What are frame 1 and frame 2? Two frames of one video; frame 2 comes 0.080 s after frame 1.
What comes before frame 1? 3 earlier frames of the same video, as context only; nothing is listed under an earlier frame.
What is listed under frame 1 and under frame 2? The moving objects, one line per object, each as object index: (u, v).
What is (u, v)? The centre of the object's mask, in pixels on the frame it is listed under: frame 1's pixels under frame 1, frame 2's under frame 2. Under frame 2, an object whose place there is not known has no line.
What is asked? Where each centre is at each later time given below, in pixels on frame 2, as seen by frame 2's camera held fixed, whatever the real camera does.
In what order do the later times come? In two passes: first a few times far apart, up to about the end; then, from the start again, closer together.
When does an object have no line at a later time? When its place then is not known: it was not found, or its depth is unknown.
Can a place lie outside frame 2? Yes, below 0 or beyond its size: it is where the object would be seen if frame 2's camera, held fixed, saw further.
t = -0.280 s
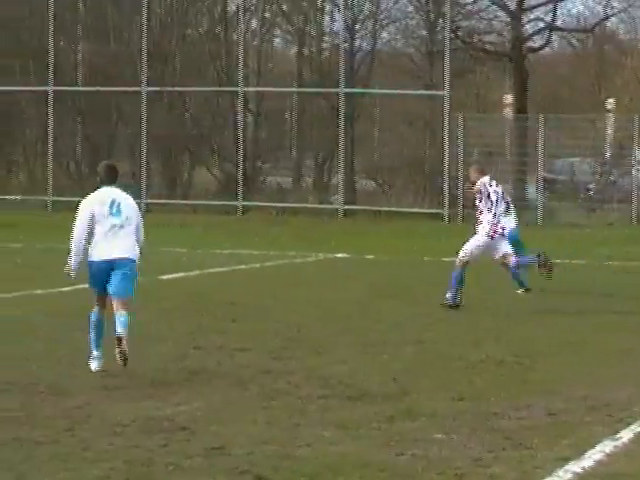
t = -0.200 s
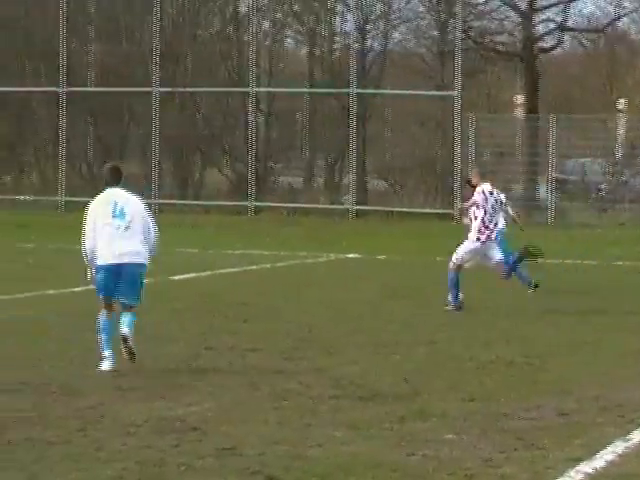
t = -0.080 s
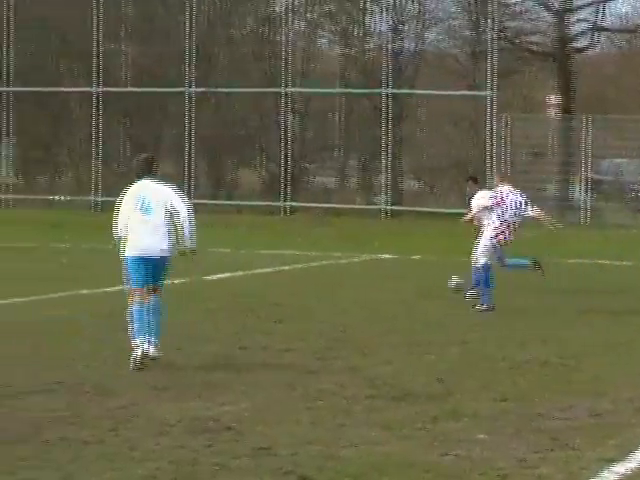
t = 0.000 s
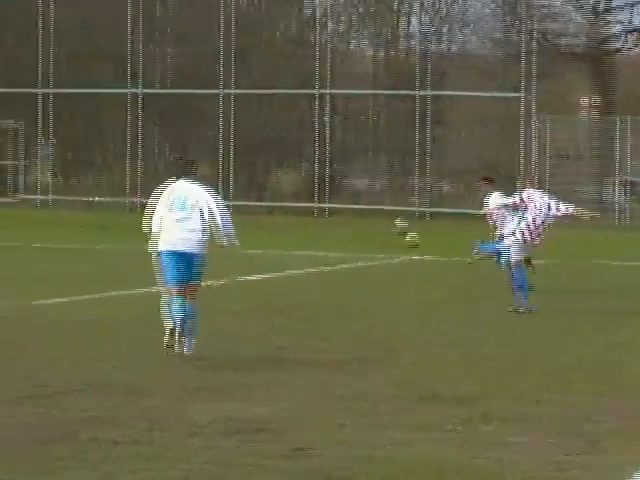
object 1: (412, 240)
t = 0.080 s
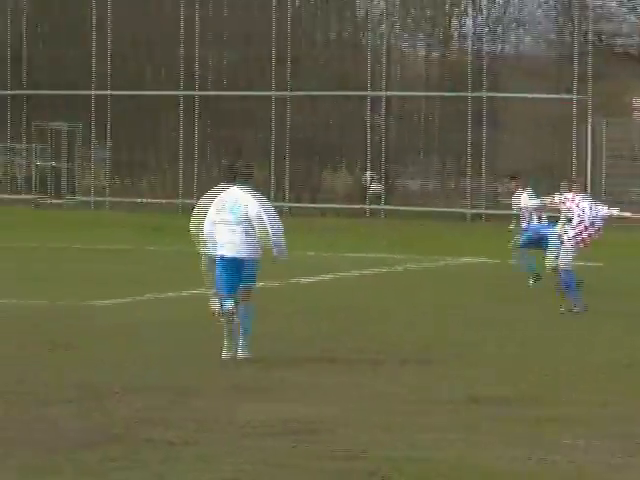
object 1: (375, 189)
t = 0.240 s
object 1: (213, 107)
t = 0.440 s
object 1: (31, 49)
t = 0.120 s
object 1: (330, 161)
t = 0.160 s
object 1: (290, 142)
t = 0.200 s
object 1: (250, 124)
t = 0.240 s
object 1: (213, 107)
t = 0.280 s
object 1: (175, 93)
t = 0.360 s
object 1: (102, 68)
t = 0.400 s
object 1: (66, 59)
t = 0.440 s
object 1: (31, 49)
